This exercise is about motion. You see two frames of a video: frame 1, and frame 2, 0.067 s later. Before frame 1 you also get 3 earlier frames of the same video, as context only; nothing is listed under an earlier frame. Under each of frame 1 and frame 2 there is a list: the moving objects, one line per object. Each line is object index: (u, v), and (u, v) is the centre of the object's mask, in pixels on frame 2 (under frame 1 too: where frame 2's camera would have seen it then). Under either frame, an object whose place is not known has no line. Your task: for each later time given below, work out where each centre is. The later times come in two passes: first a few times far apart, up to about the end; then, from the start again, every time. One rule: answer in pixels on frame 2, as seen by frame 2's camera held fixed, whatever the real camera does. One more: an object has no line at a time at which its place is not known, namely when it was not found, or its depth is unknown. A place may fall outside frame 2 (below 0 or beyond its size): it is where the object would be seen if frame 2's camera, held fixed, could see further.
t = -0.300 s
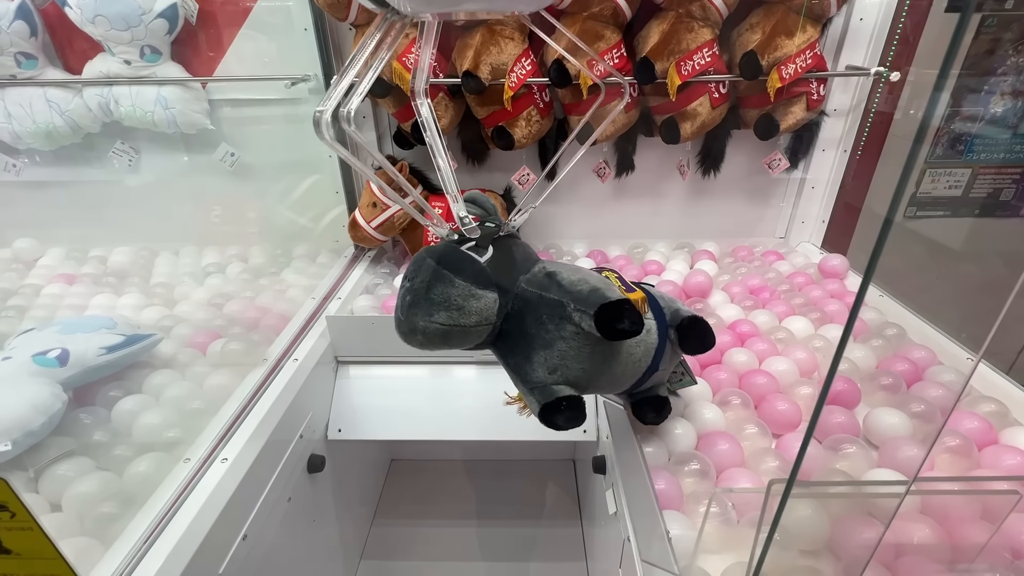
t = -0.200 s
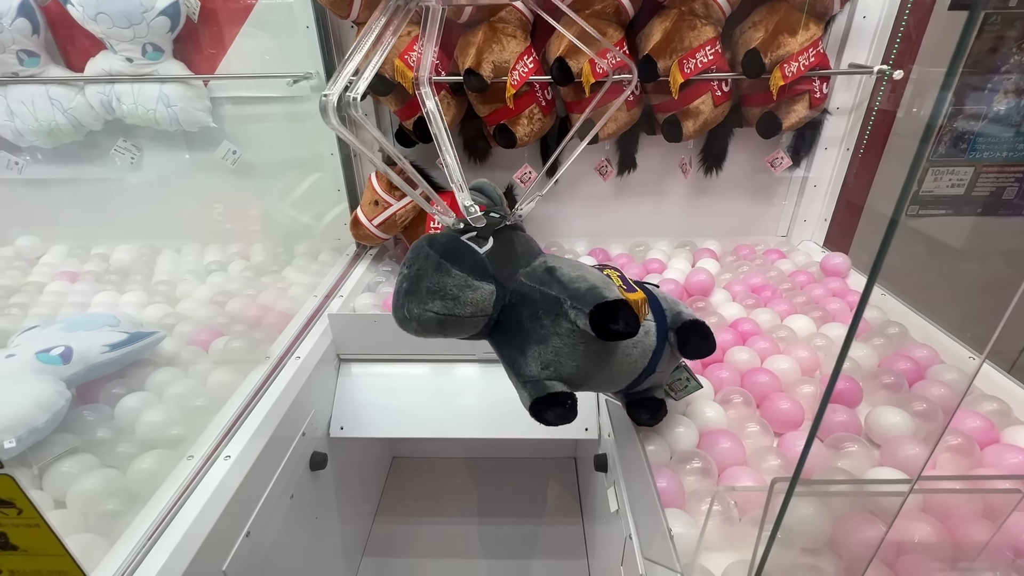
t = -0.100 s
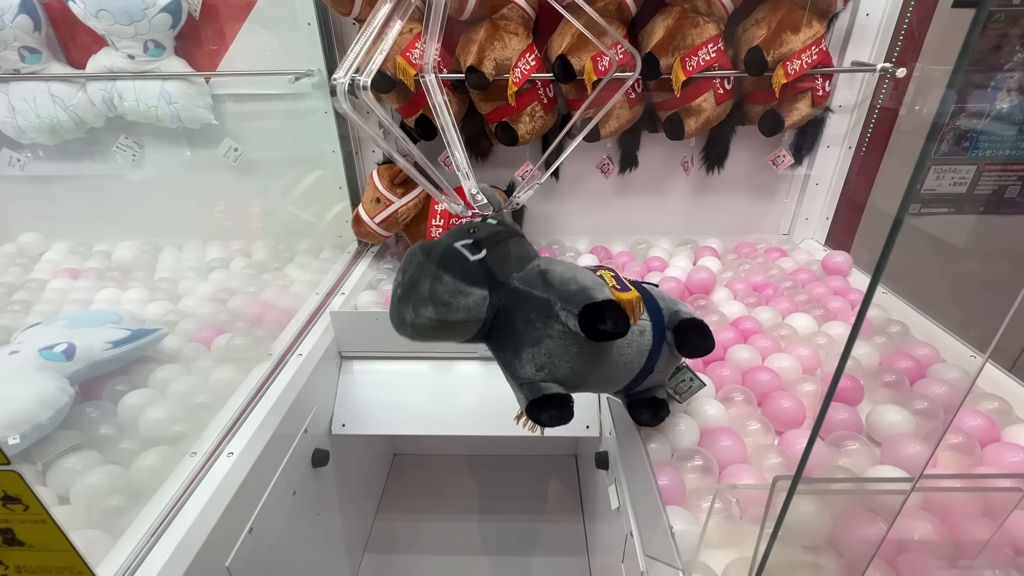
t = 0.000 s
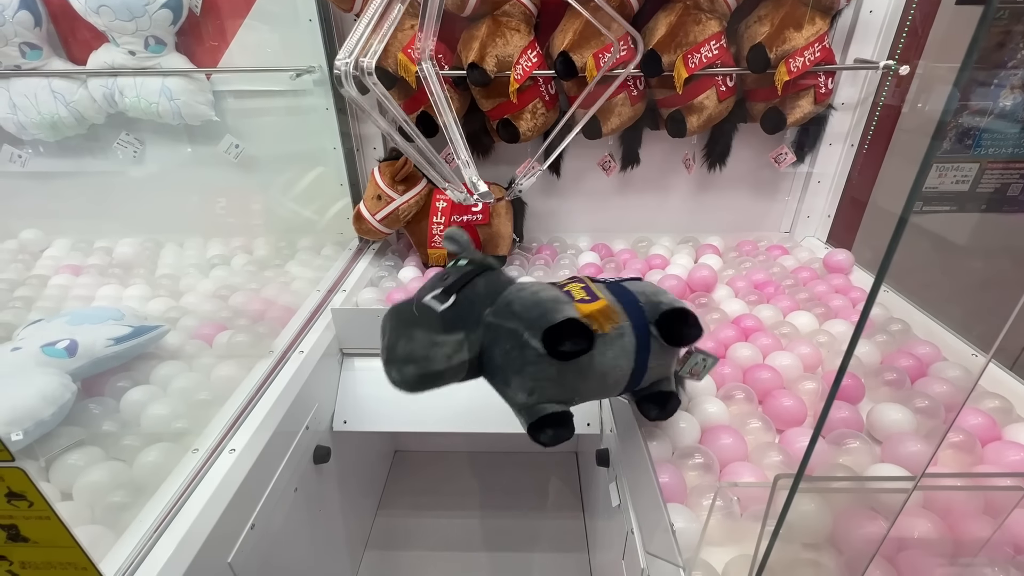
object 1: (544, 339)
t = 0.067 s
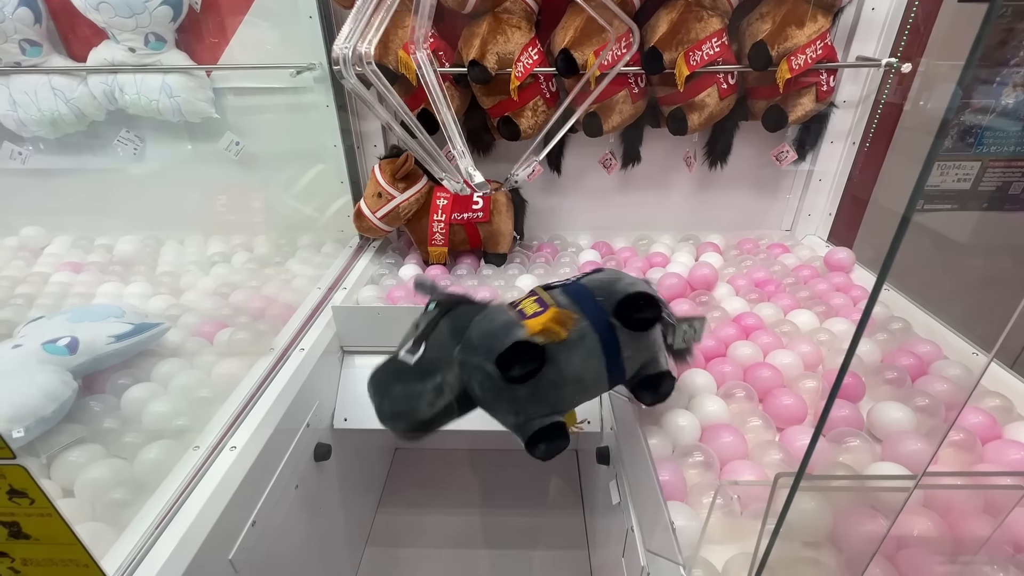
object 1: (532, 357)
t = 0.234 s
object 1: (491, 448)
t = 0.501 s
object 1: (426, 558)
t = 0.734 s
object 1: (460, 560)
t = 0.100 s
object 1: (529, 369)
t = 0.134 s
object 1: (524, 382)
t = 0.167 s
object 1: (517, 397)
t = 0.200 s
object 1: (505, 420)
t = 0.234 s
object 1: (491, 448)
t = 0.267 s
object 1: (478, 477)
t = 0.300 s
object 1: (466, 504)
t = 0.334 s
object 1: (456, 528)
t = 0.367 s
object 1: (448, 551)
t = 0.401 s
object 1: (445, 560)
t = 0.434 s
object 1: (443, 564)
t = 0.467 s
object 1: (433, 564)
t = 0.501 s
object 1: (426, 558)
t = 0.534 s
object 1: (428, 554)
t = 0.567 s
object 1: (431, 551)
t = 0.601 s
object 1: (439, 551)
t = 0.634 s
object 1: (444, 553)
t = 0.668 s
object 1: (452, 555)
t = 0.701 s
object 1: (456, 556)
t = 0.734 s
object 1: (460, 560)
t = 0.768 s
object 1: (465, 564)
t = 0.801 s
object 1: (470, 569)
